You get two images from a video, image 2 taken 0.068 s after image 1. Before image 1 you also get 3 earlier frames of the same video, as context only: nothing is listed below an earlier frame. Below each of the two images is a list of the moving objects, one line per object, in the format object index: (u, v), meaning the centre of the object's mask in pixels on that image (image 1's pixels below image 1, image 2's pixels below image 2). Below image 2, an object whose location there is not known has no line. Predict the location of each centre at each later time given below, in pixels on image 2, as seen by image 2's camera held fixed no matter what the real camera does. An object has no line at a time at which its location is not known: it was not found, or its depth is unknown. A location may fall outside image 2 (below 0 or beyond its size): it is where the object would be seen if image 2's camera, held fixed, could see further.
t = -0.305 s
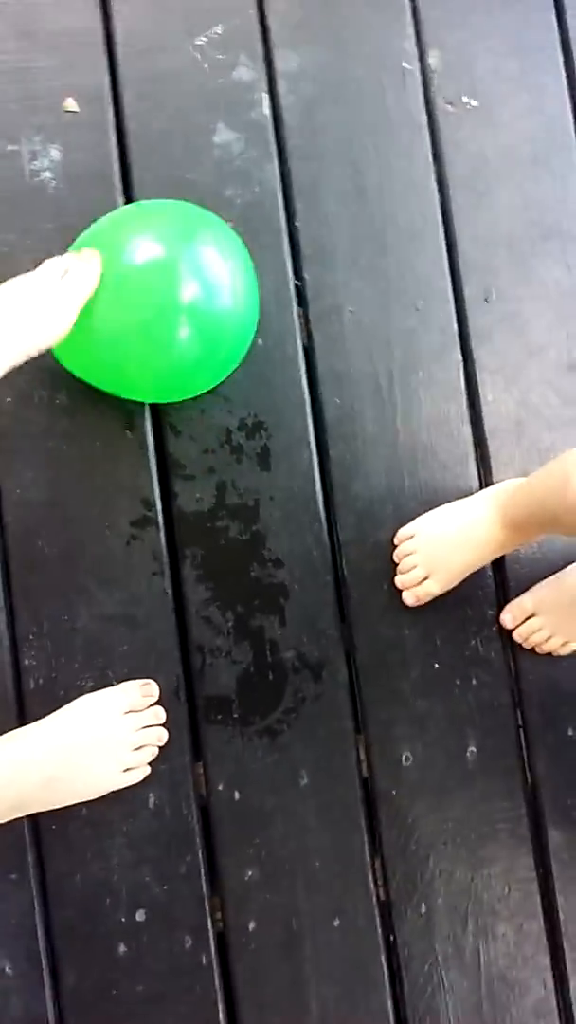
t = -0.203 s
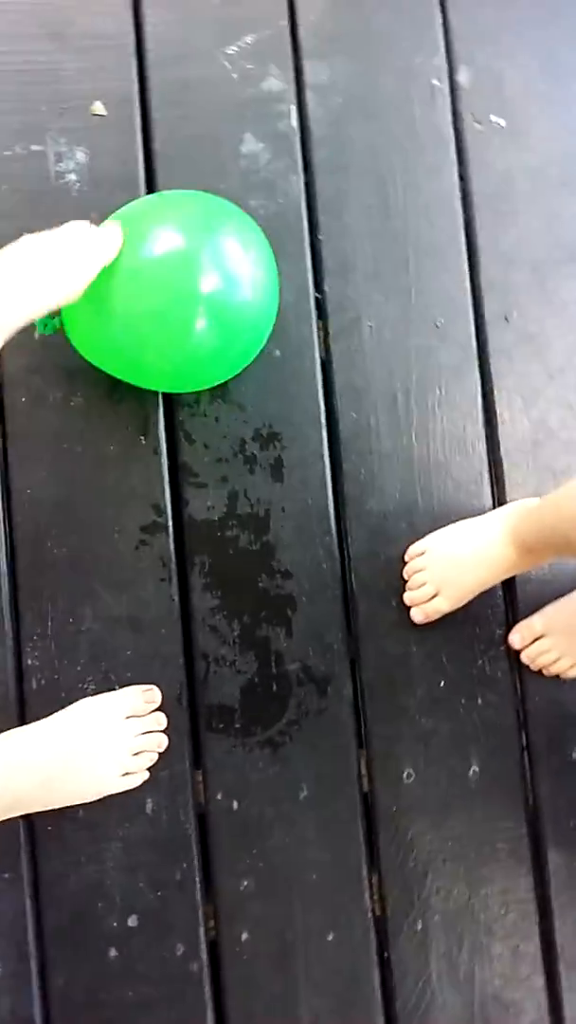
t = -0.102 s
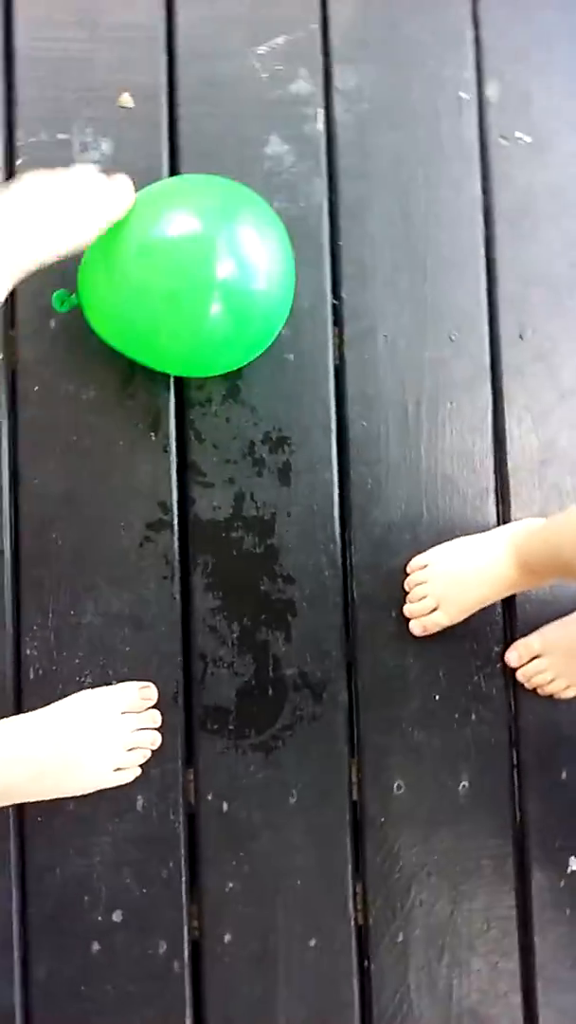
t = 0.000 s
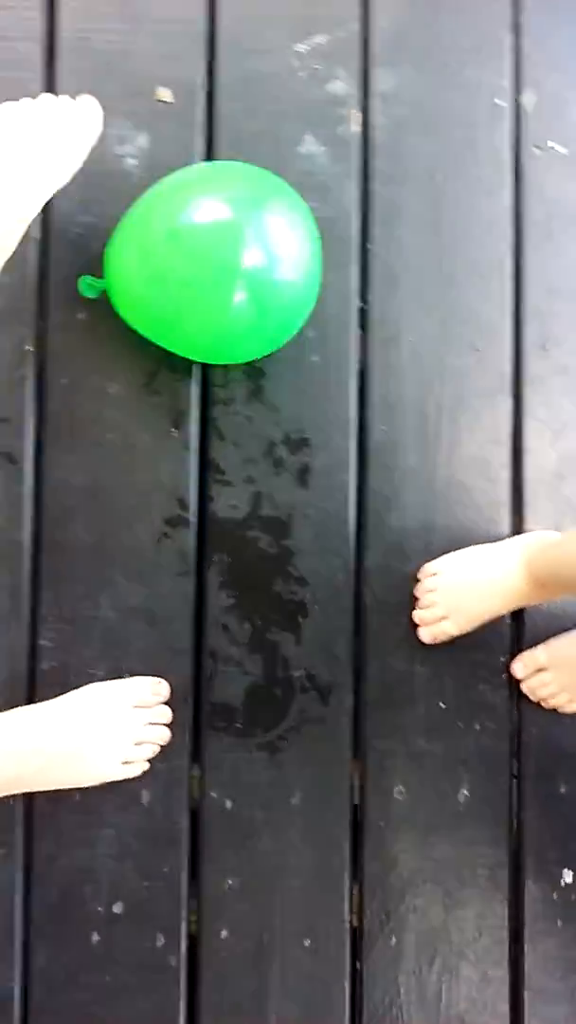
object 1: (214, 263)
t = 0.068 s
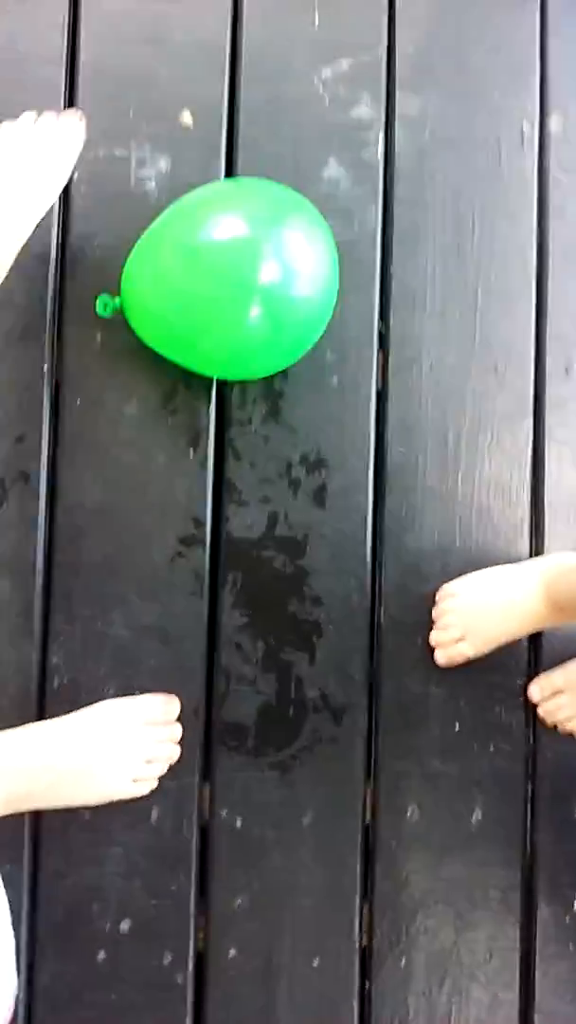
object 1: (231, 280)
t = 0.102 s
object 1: (228, 276)
